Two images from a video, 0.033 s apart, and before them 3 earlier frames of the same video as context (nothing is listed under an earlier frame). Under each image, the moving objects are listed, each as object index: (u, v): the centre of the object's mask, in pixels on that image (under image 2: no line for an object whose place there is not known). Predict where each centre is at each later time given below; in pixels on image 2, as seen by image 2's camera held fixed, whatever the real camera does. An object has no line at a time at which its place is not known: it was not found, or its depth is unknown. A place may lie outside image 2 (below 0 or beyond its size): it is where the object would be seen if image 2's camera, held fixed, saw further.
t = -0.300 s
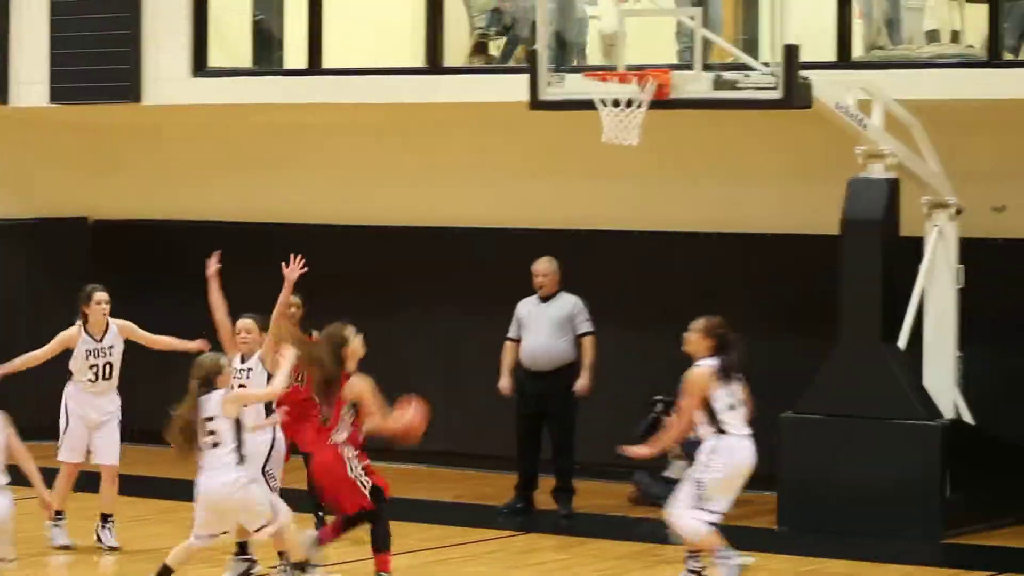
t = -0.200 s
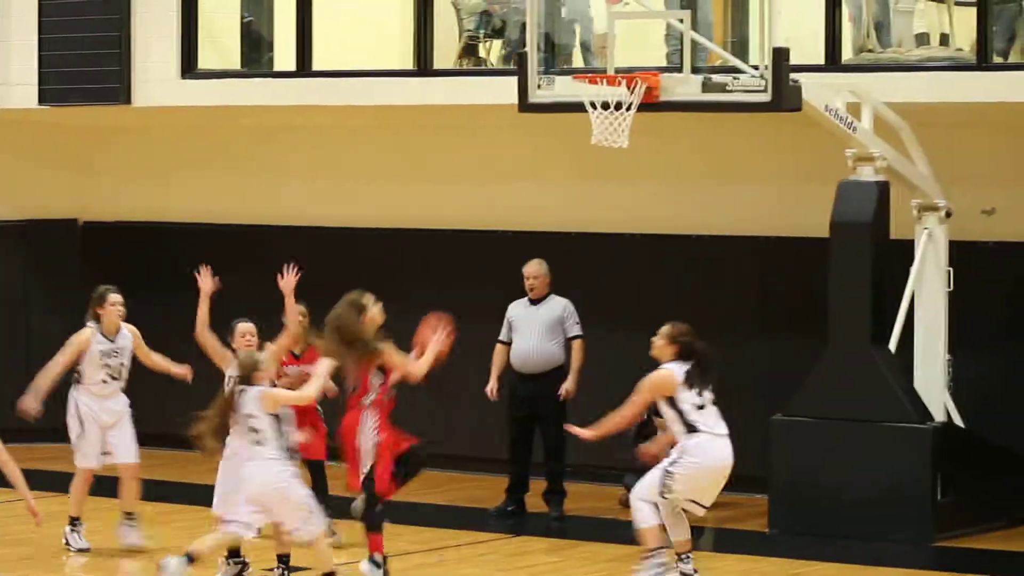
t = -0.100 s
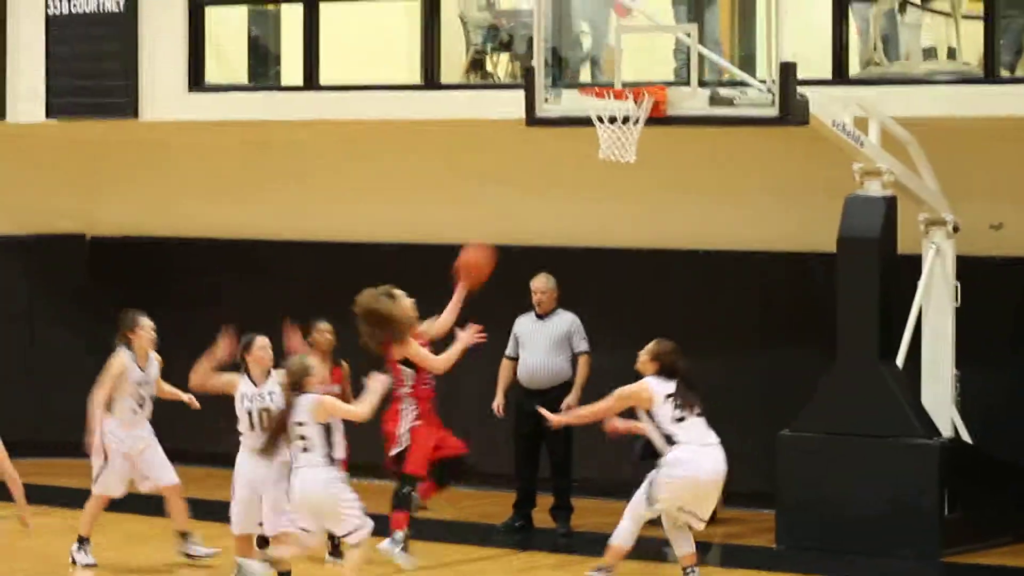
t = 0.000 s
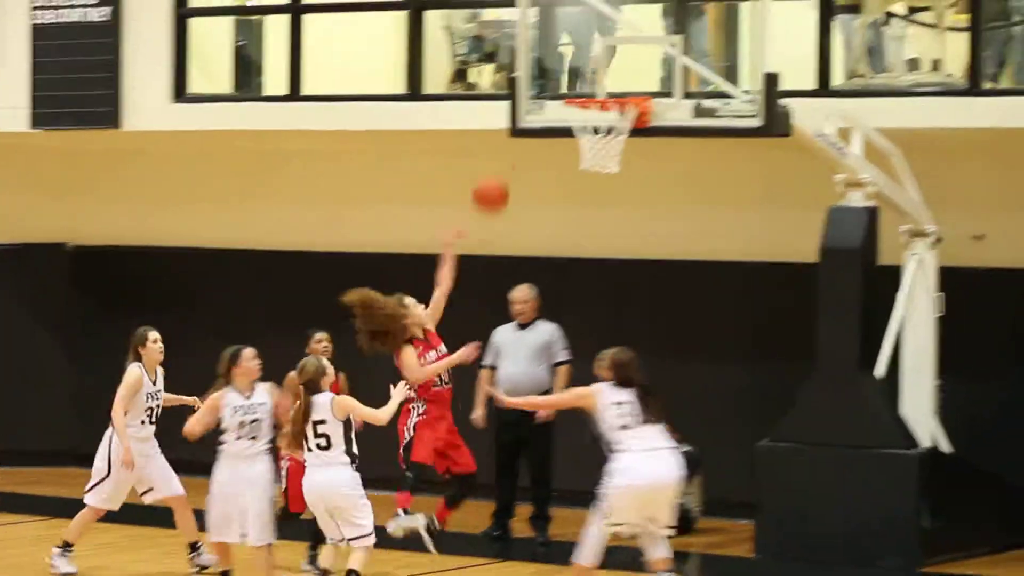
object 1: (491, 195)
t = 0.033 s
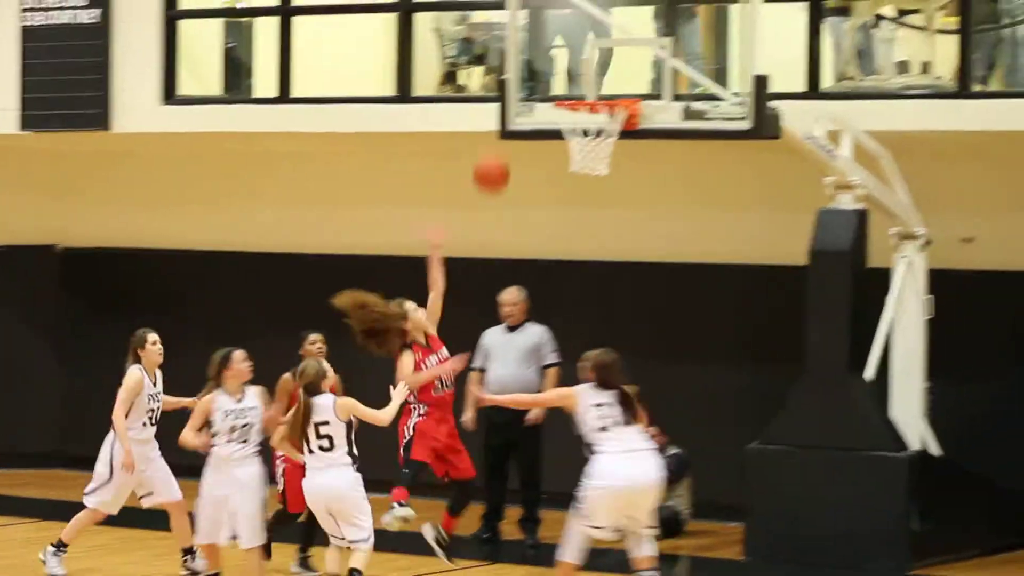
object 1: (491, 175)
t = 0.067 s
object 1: (504, 151)
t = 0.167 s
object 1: (538, 98)
